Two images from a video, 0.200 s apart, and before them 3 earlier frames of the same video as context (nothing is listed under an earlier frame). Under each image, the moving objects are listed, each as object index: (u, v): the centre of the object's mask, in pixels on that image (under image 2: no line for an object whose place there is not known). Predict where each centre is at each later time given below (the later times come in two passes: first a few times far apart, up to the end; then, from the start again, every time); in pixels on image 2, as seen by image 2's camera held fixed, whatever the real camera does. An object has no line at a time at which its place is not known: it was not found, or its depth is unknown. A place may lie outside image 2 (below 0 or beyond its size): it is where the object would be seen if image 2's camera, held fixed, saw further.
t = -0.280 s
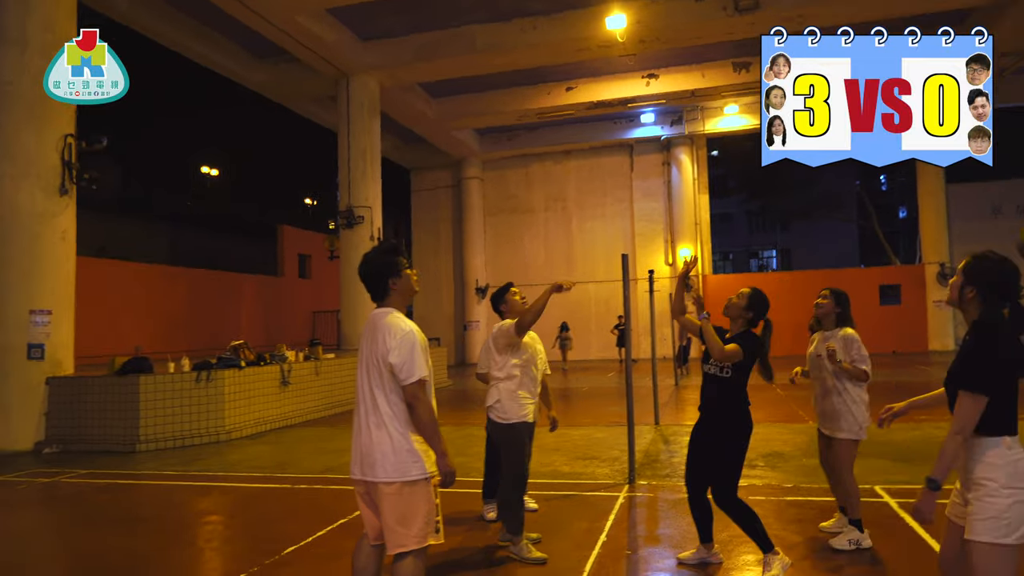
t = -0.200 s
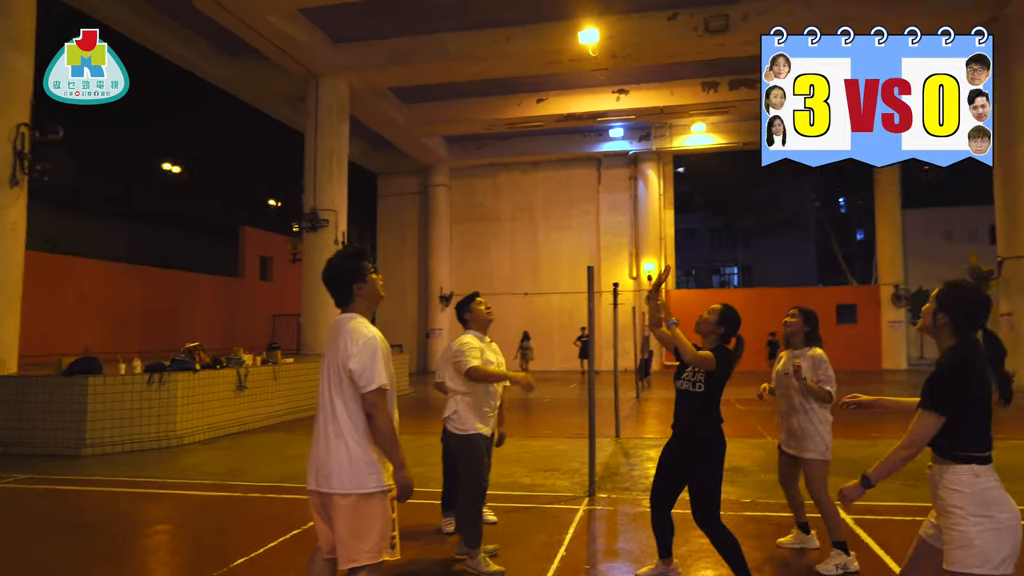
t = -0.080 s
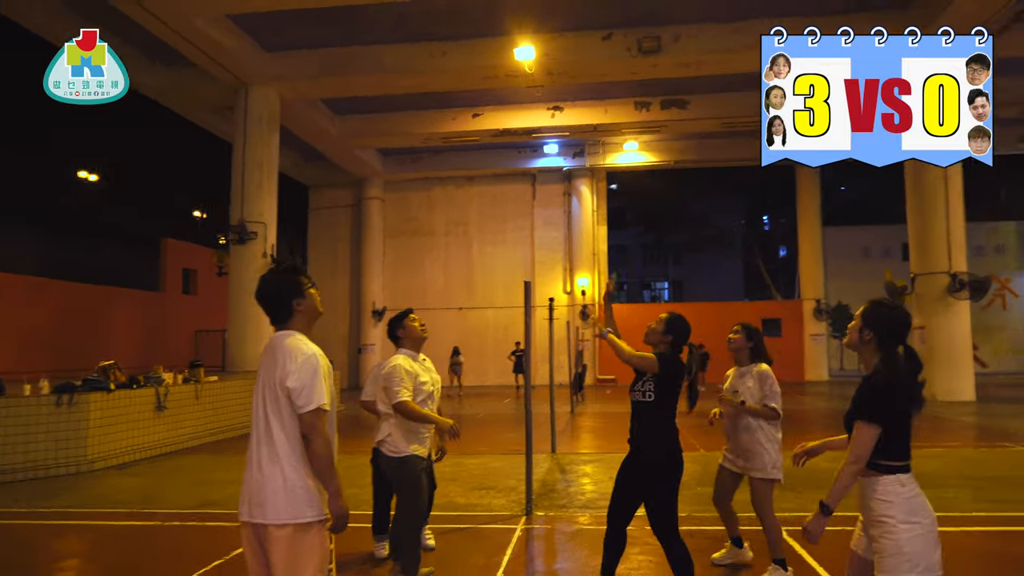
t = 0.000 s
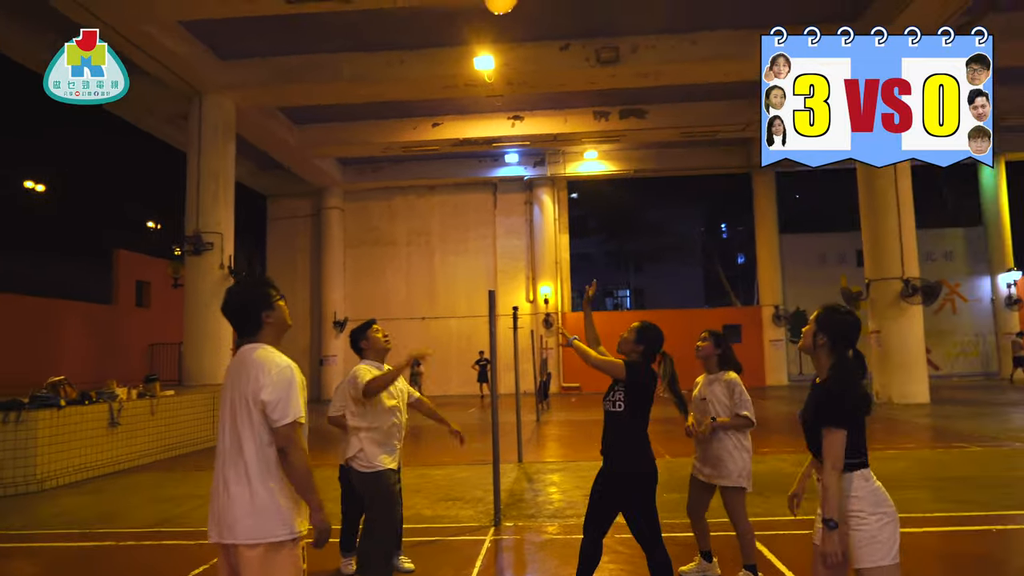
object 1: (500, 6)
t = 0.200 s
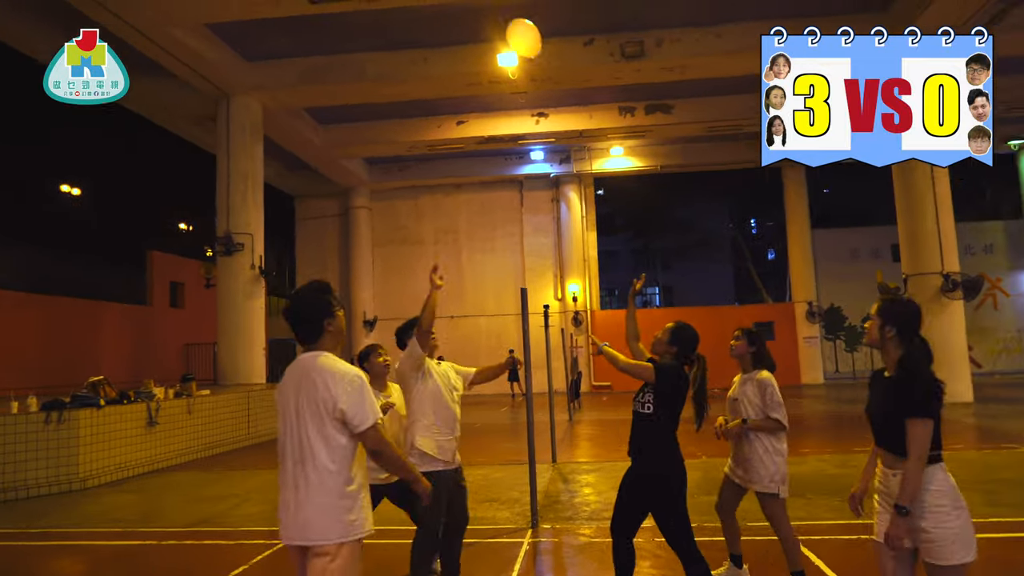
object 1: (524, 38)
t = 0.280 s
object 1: (527, 66)
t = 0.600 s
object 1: (491, 181)
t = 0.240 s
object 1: (527, 50)
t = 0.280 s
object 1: (527, 66)
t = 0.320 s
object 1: (526, 81)
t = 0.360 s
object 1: (526, 95)
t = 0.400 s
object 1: (524, 110)
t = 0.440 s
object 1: (520, 125)
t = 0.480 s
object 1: (516, 140)
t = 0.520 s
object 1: (508, 154)
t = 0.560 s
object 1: (501, 168)
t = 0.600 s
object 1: (491, 181)
